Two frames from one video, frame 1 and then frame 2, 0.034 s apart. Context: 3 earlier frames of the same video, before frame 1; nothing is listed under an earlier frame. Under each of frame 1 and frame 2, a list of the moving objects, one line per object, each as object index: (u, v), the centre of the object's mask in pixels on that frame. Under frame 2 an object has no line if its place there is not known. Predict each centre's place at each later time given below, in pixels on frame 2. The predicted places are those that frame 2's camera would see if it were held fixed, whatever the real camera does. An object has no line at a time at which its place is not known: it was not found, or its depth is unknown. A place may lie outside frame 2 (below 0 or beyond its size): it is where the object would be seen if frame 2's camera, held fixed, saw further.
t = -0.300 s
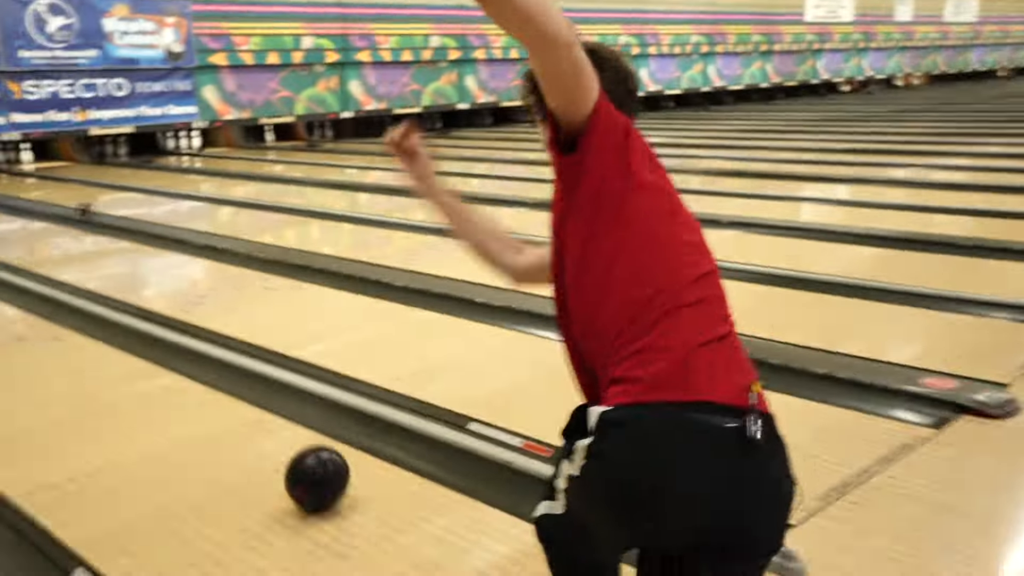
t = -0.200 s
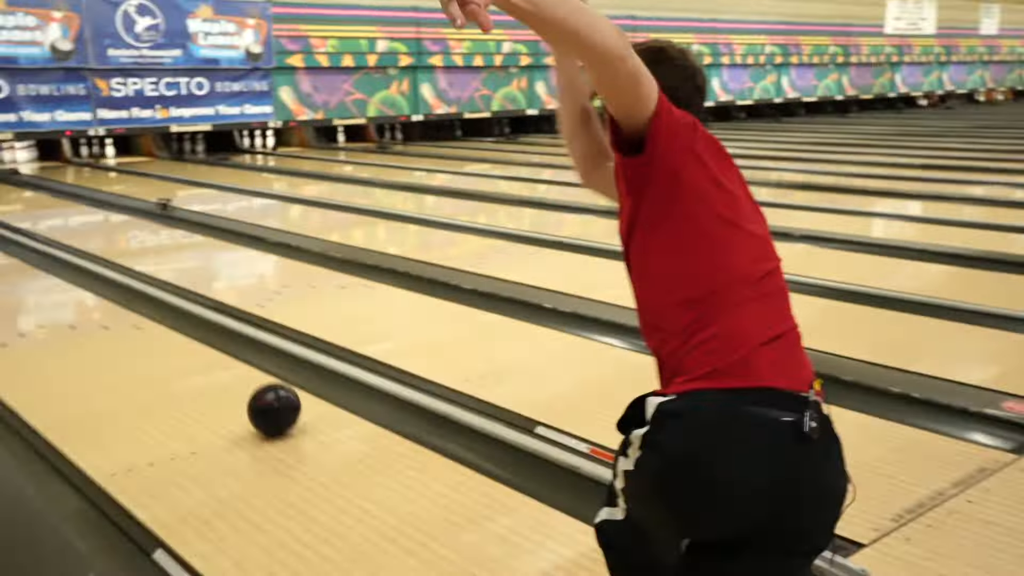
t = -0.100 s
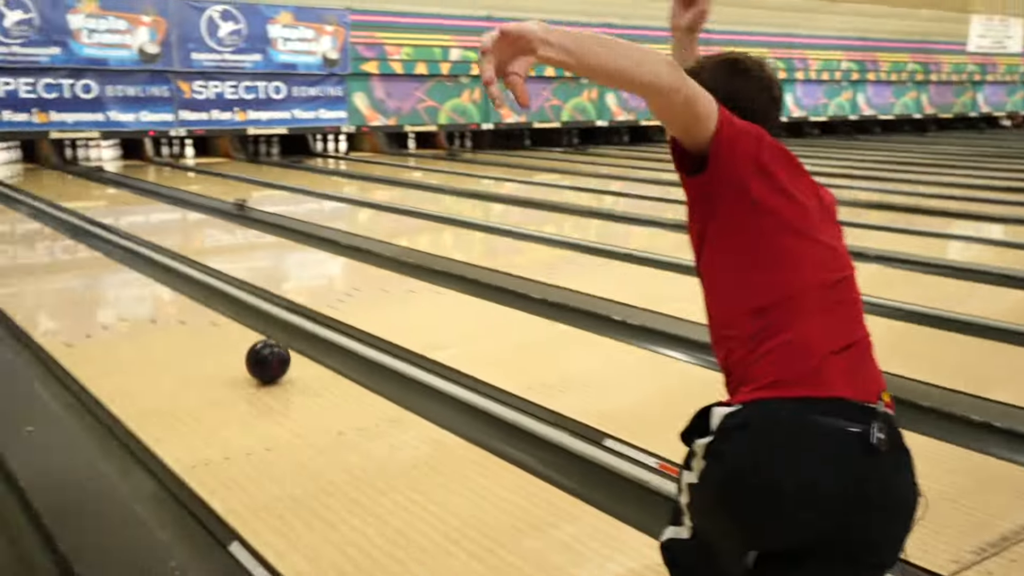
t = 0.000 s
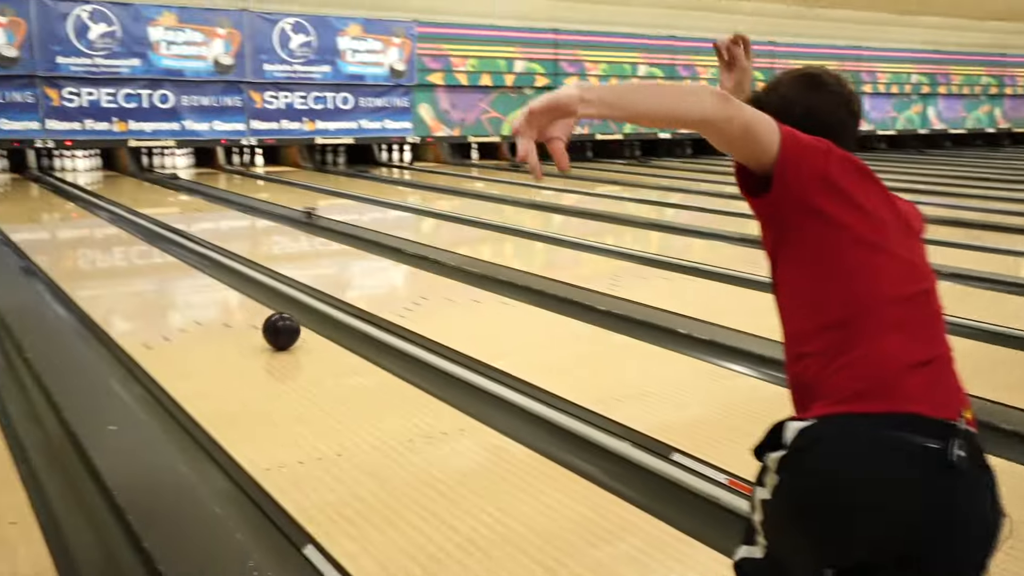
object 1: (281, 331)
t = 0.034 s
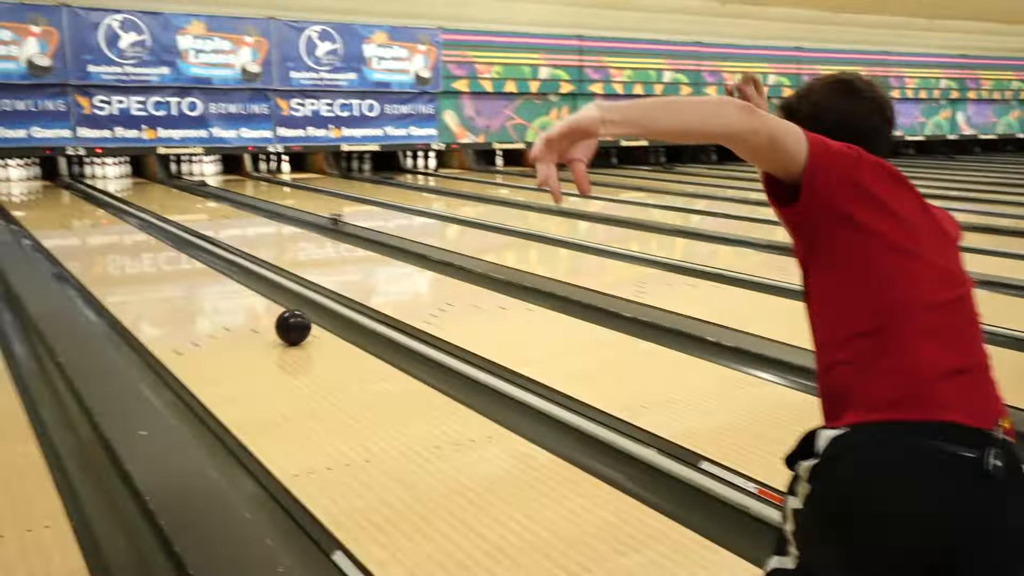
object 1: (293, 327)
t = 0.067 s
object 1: (278, 318)
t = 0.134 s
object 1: (252, 302)
